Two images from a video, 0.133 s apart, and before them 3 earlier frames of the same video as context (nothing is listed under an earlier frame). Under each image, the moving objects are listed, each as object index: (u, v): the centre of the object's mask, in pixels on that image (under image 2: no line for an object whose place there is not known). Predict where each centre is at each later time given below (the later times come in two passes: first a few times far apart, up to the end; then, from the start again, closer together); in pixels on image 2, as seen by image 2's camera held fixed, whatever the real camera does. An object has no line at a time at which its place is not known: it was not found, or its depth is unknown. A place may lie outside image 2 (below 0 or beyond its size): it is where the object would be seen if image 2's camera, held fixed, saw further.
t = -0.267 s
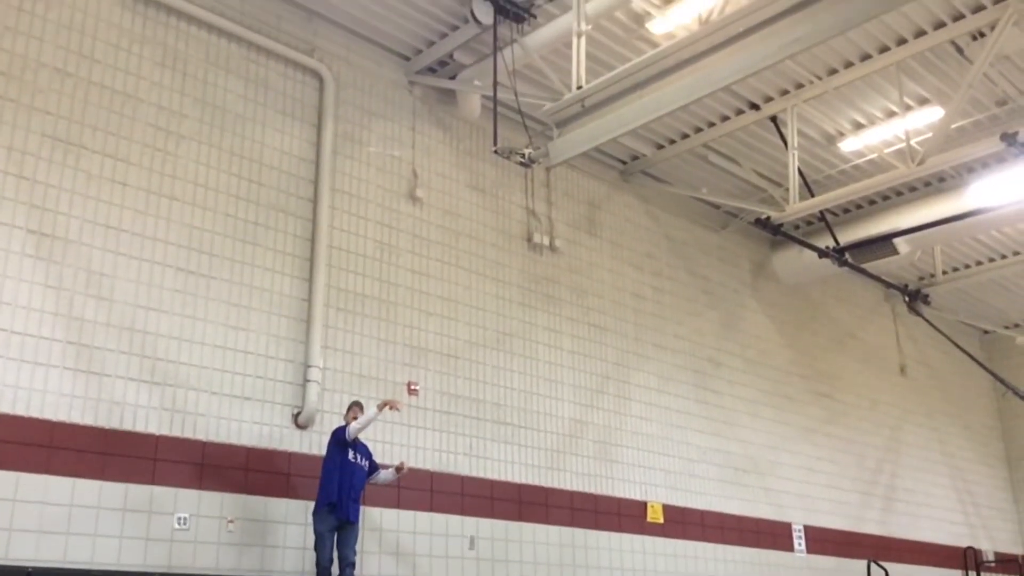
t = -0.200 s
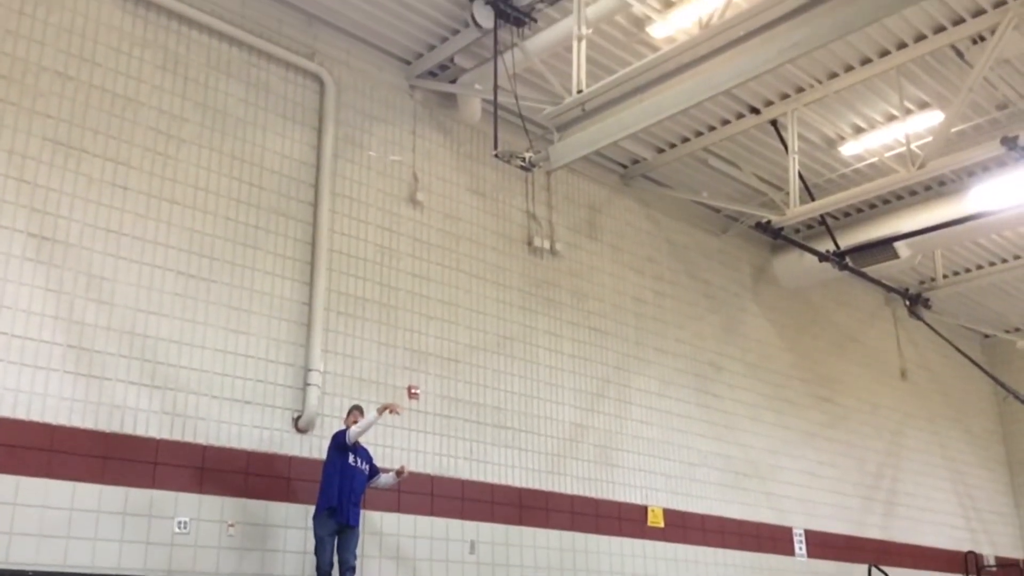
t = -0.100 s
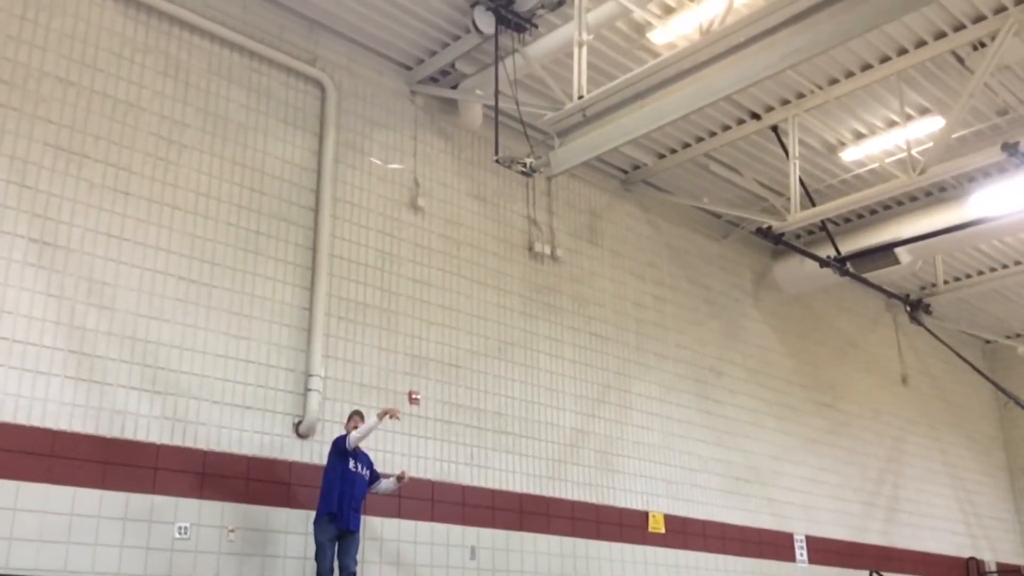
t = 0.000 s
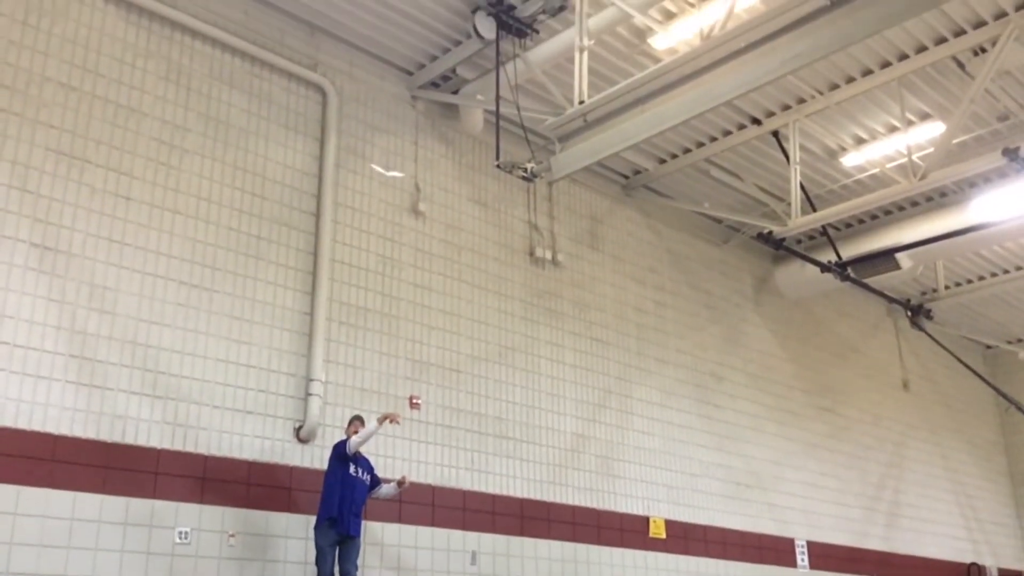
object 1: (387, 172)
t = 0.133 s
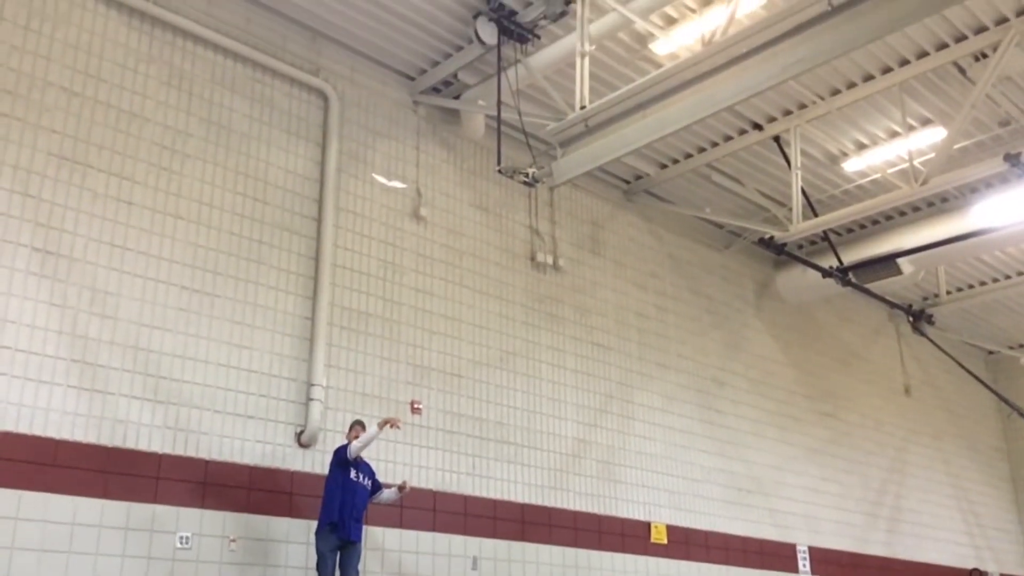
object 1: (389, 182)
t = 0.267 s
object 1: (389, 189)
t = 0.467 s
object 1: (389, 200)
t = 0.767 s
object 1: (392, 211)
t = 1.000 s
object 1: (393, 222)
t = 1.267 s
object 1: (398, 246)
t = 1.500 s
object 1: (400, 267)
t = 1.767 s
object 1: (399, 287)
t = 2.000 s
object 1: (398, 305)
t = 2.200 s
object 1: (394, 330)
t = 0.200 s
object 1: (389, 185)
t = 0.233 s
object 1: (388, 187)
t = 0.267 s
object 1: (389, 189)
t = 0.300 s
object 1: (388, 191)
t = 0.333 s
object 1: (389, 193)
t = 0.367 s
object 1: (389, 194)
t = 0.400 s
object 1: (389, 196)
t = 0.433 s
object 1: (389, 198)
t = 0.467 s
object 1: (389, 200)
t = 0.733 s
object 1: (392, 210)
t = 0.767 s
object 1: (392, 211)
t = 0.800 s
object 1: (392, 212)
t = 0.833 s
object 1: (392, 214)
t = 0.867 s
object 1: (392, 216)
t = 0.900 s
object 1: (392, 216)
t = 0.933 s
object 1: (393, 218)
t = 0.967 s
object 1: (393, 220)
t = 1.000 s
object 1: (393, 222)
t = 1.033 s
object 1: (394, 224)
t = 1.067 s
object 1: (395, 226)
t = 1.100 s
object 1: (395, 229)
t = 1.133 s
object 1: (396, 232)
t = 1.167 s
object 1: (397, 235)
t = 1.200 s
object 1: (397, 239)
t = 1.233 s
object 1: (397, 242)
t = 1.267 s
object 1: (398, 246)
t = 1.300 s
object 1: (399, 249)
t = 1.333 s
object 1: (399, 253)
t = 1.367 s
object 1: (400, 256)
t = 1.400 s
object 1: (400, 259)
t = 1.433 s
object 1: (401, 262)
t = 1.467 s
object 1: (401, 265)
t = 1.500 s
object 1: (400, 267)
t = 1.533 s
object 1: (400, 269)
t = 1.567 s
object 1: (400, 271)
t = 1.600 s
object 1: (400, 274)
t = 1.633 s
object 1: (400, 276)
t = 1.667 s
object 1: (399, 279)
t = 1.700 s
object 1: (398, 280)
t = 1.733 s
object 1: (399, 284)
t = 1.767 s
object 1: (399, 287)
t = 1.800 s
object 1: (399, 289)
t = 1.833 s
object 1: (399, 292)
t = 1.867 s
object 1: (398, 294)
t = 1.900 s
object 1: (399, 296)
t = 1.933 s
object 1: (398, 299)
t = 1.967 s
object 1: (398, 302)
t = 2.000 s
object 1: (398, 305)
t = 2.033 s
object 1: (398, 309)
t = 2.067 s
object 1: (397, 313)
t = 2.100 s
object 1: (396, 317)
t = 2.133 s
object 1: (396, 321)
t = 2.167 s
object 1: (395, 326)
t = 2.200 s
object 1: (394, 330)
